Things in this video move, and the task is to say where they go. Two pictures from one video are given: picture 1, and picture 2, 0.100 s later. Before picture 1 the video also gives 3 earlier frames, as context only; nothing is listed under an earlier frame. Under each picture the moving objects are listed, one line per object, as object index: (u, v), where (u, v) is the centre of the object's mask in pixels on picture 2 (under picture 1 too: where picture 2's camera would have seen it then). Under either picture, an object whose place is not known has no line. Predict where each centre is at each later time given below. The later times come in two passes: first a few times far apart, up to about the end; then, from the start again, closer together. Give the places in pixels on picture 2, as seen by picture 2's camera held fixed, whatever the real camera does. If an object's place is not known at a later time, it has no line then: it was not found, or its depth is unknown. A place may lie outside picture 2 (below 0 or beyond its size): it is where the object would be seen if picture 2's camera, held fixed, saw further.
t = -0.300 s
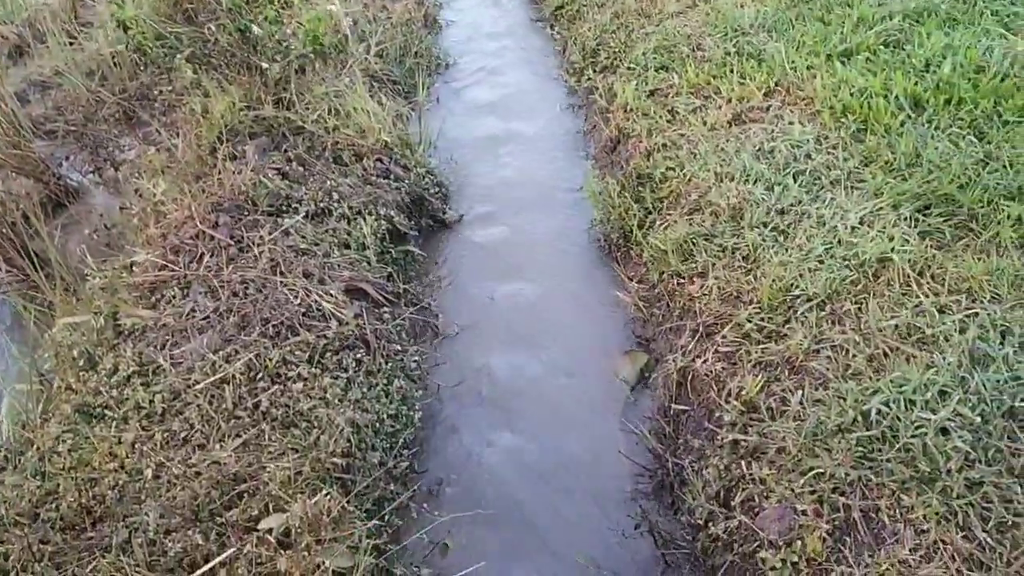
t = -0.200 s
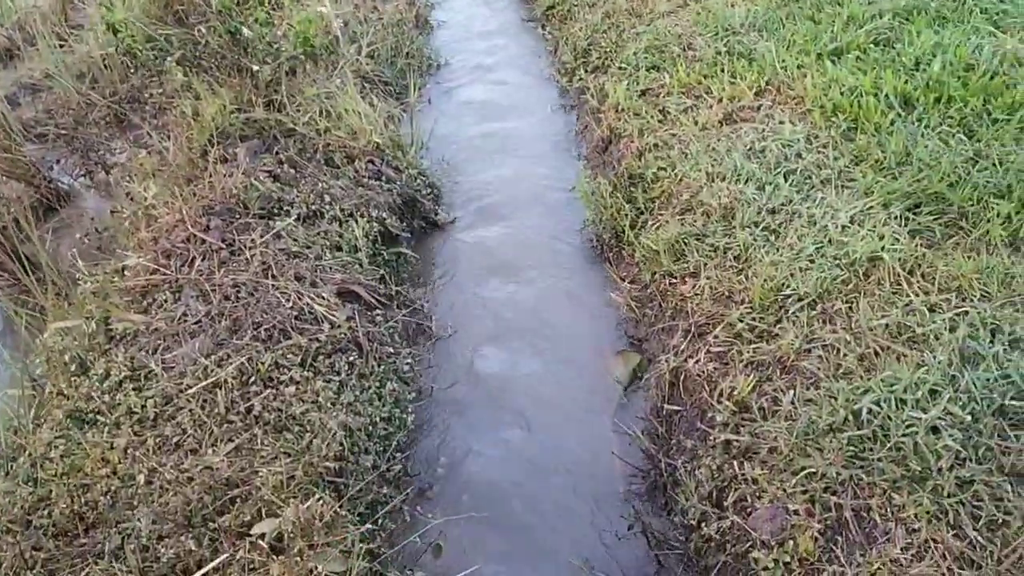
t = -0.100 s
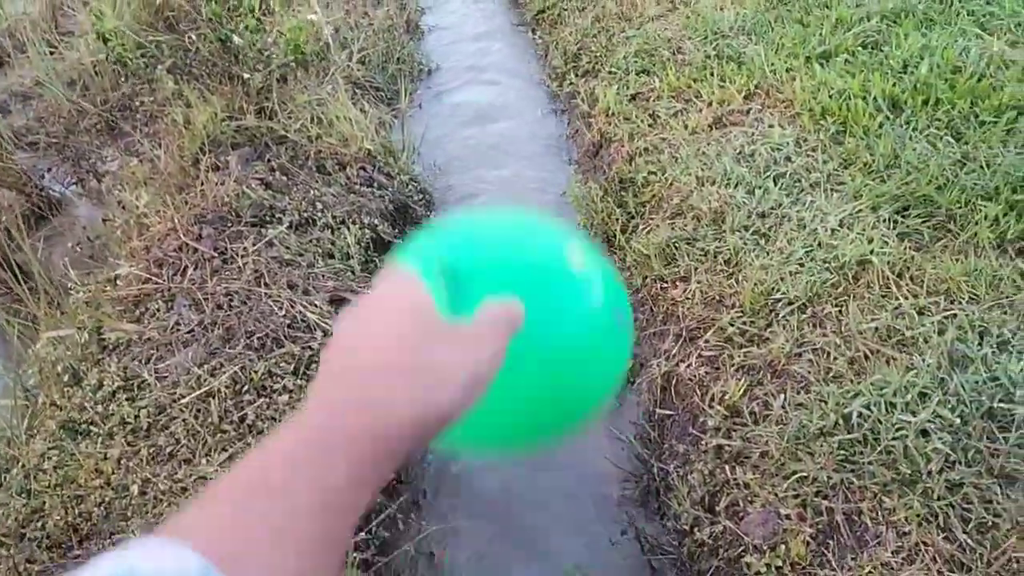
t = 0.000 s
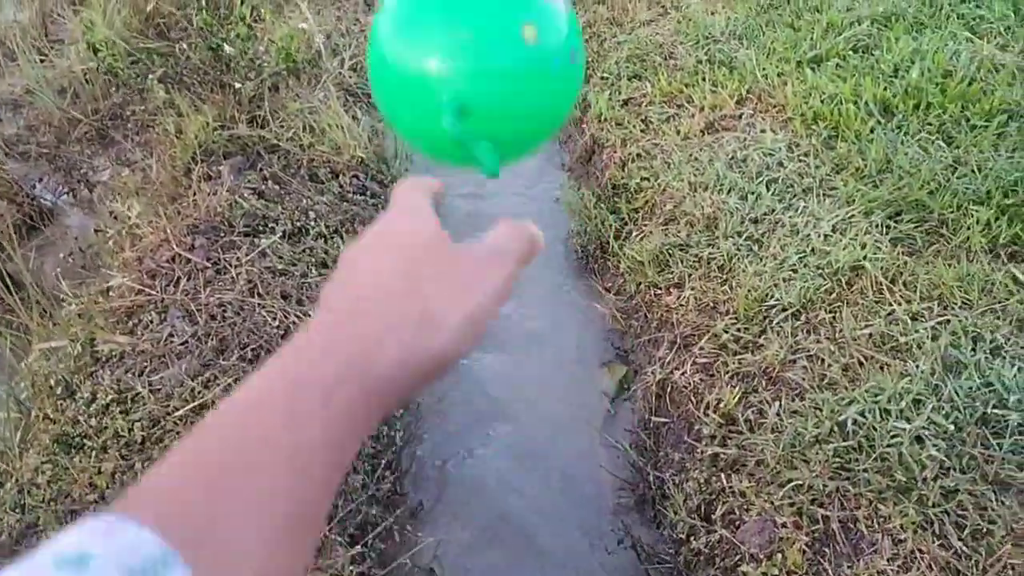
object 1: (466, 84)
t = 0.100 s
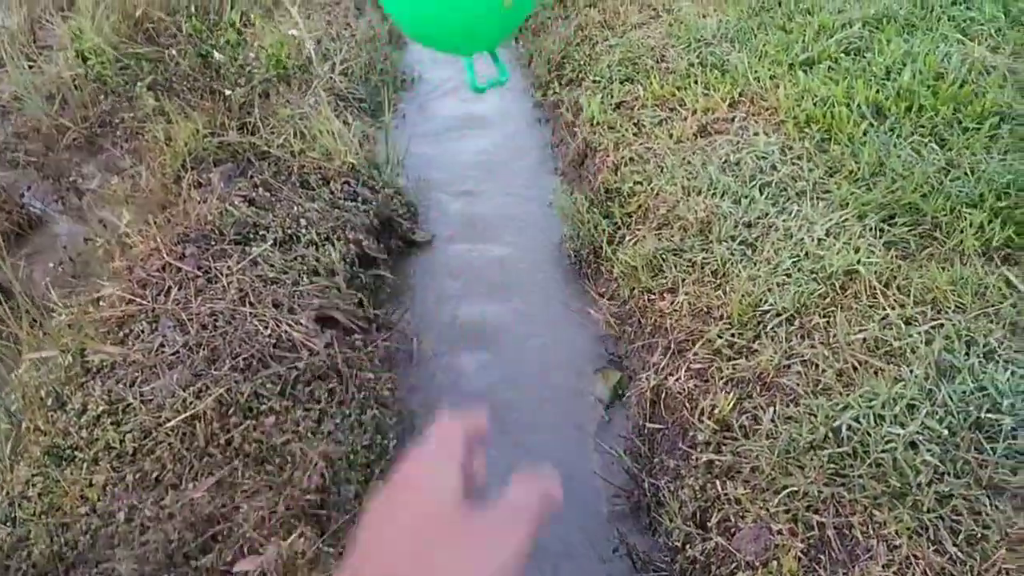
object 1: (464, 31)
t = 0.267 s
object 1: (465, 39)
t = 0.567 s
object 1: (490, 150)
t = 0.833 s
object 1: (472, 103)
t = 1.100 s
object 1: (467, 75)
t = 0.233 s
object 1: (460, 28)
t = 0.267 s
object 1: (465, 39)
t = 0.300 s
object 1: (469, 55)
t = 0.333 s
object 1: (475, 81)
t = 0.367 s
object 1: (480, 109)
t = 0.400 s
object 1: (485, 135)
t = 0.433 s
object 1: (490, 163)
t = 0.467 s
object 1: (492, 163)
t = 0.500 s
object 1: (493, 160)
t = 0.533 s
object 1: (492, 155)
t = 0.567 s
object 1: (490, 150)
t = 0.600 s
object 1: (490, 139)
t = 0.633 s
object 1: (487, 129)
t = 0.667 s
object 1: (484, 120)
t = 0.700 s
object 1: (481, 113)
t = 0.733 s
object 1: (478, 109)
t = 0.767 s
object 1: (476, 107)
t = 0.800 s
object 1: (474, 106)
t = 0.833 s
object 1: (472, 103)
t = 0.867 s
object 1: (471, 101)
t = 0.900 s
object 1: (470, 98)
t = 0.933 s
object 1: (469, 94)
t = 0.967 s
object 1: (468, 91)
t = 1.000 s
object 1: (468, 86)
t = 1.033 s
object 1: (468, 82)
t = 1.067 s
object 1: (467, 78)
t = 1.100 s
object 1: (467, 75)
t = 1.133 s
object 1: (467, 72)
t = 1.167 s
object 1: (466, 69)
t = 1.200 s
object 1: (466, 66)
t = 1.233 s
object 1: (466, 64)
